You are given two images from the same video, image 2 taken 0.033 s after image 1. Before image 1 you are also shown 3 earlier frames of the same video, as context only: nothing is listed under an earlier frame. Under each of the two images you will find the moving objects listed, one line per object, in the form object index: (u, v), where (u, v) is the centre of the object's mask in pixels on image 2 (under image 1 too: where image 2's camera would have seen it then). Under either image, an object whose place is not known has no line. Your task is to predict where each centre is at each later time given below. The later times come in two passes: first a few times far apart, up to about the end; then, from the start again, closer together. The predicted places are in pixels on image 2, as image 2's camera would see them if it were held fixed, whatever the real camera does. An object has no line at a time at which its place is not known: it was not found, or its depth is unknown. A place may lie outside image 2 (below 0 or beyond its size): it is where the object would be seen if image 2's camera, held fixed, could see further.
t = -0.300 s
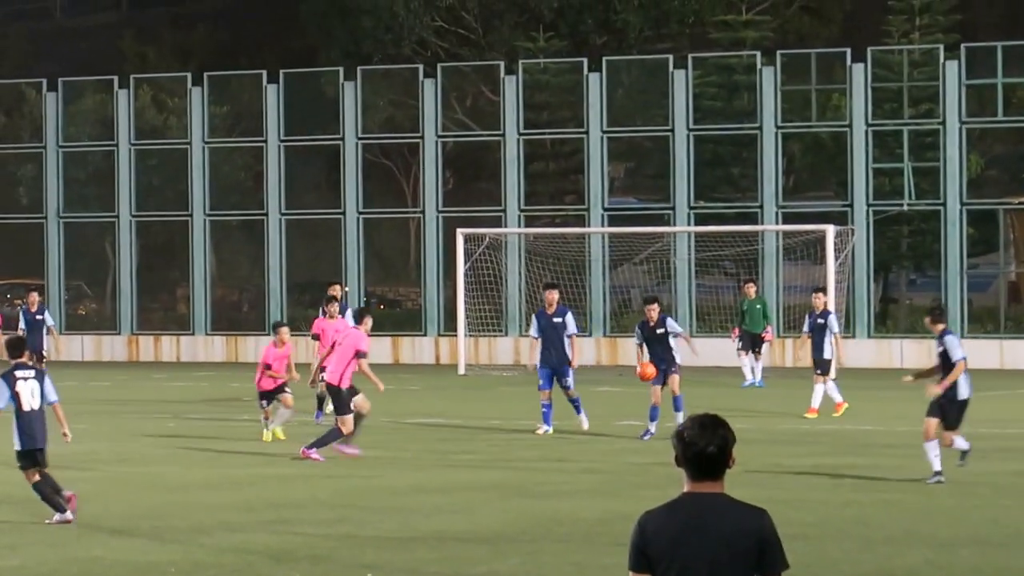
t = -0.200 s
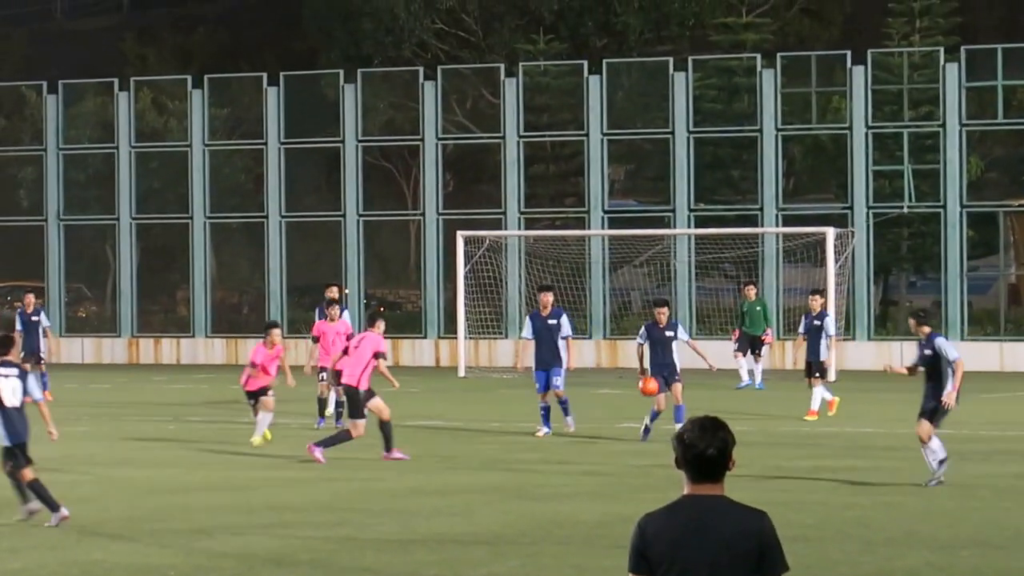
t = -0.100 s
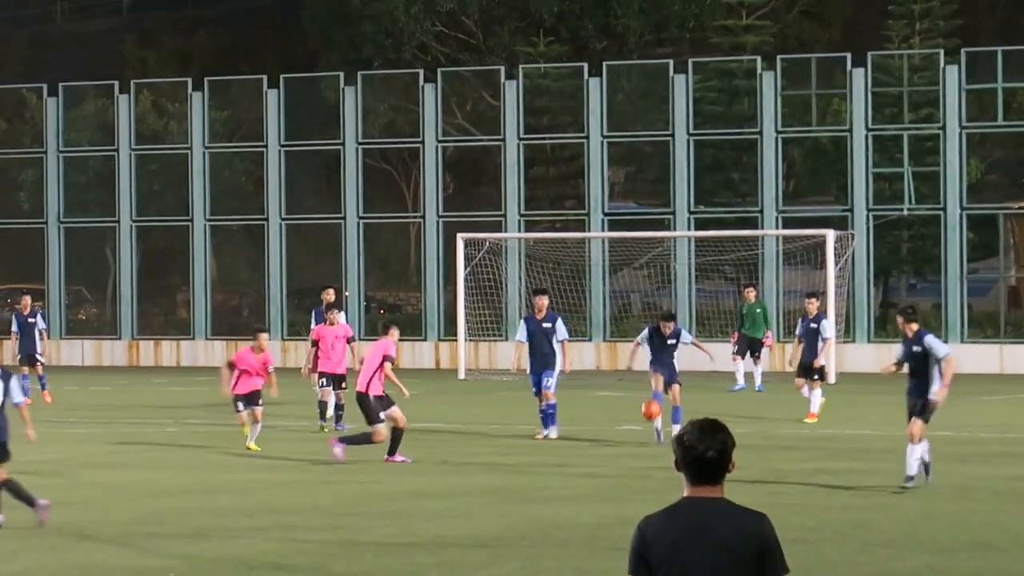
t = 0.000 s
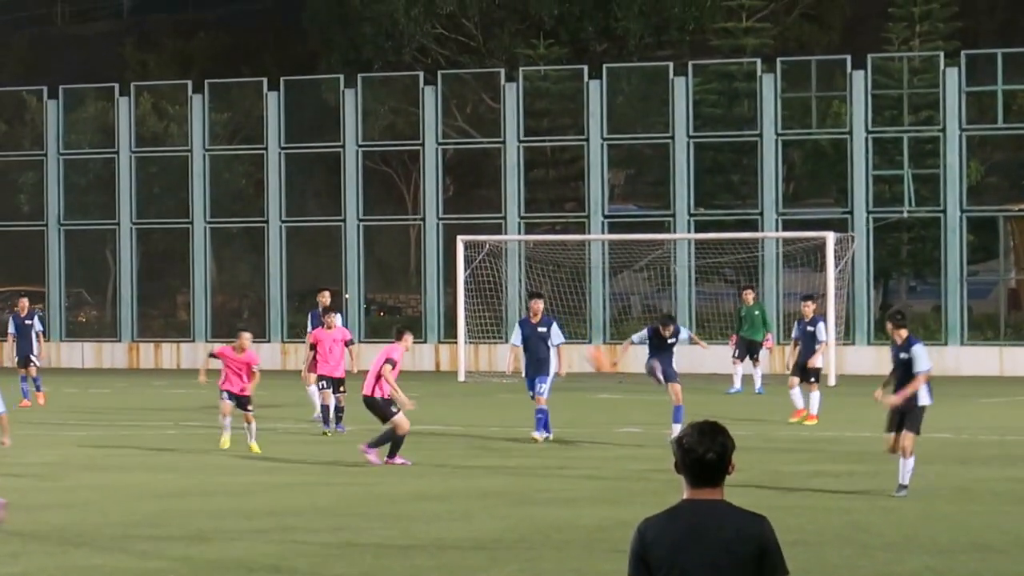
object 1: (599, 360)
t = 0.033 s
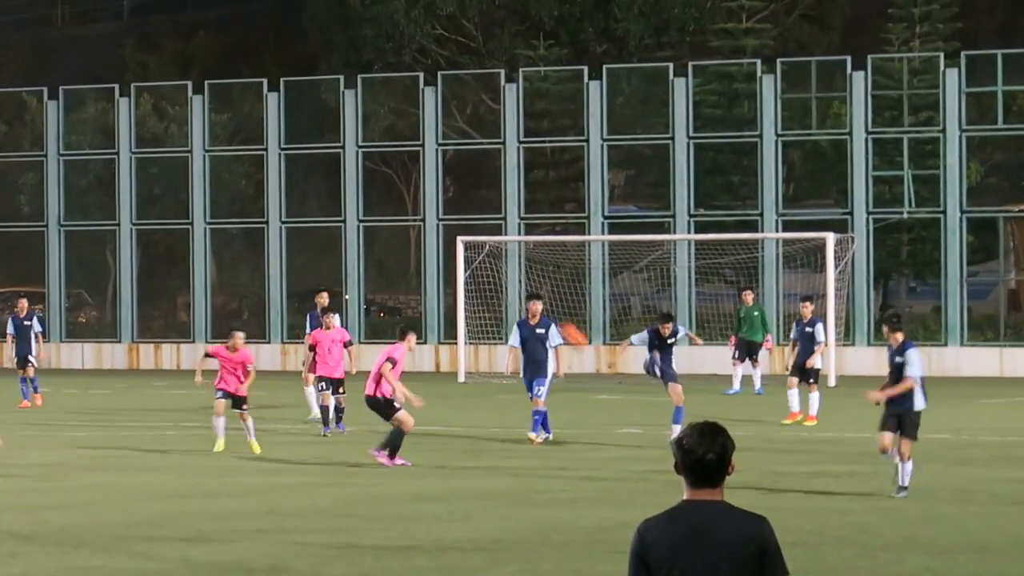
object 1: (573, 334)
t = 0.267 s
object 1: (398, 202)
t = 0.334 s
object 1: (346, 173)
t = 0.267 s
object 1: (398, 202)
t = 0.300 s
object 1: (374, 188)
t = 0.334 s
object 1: (346, 173)
